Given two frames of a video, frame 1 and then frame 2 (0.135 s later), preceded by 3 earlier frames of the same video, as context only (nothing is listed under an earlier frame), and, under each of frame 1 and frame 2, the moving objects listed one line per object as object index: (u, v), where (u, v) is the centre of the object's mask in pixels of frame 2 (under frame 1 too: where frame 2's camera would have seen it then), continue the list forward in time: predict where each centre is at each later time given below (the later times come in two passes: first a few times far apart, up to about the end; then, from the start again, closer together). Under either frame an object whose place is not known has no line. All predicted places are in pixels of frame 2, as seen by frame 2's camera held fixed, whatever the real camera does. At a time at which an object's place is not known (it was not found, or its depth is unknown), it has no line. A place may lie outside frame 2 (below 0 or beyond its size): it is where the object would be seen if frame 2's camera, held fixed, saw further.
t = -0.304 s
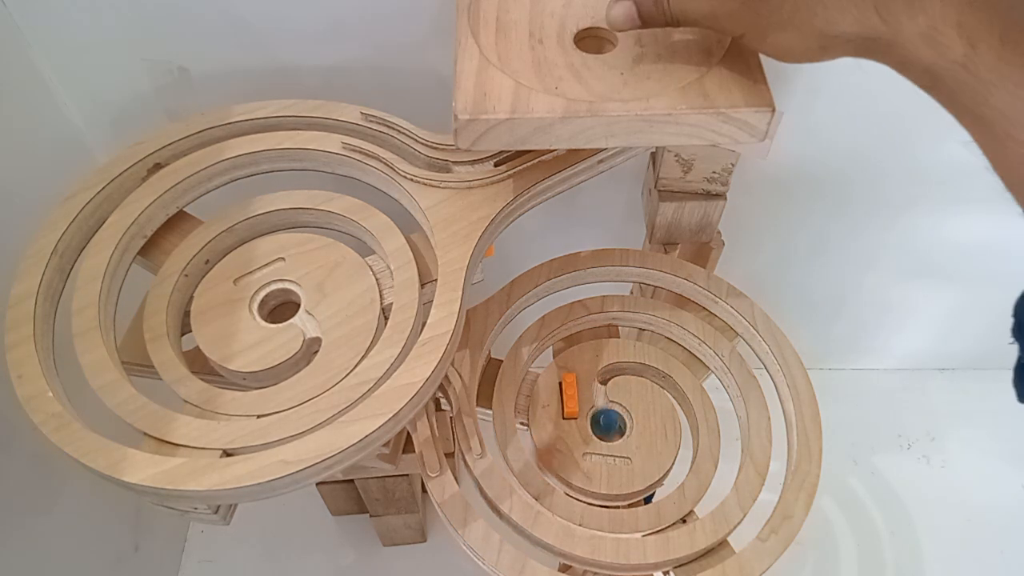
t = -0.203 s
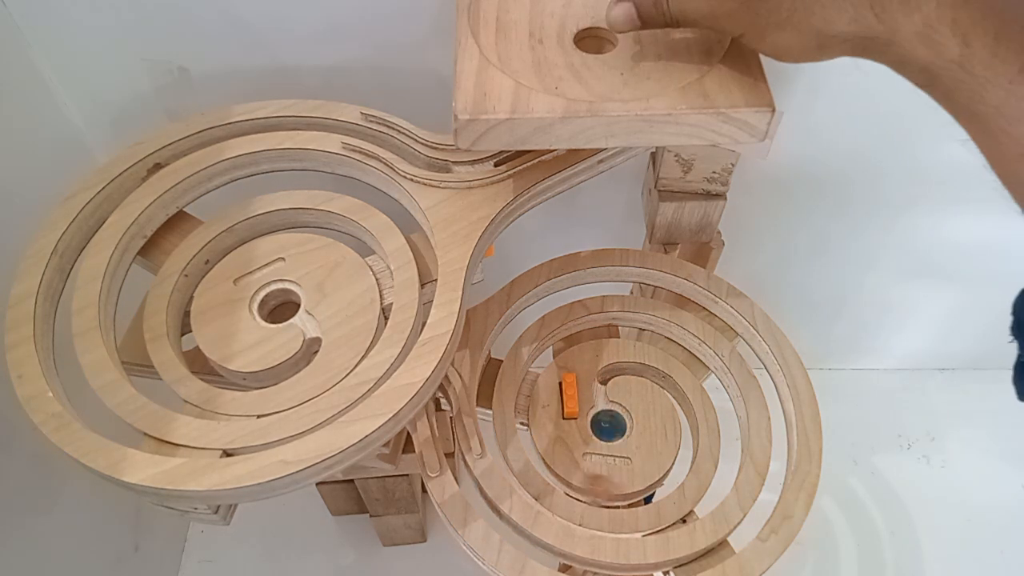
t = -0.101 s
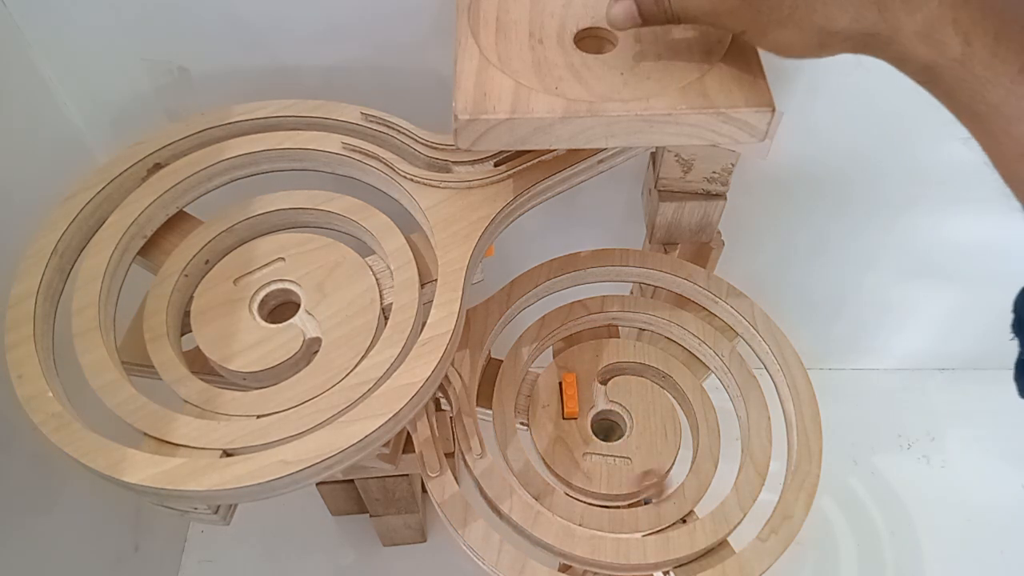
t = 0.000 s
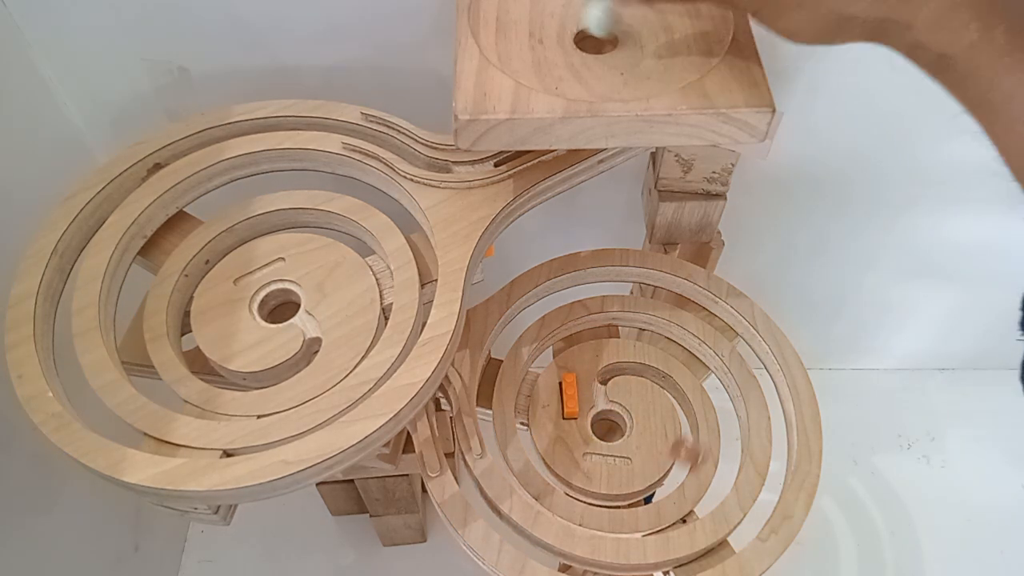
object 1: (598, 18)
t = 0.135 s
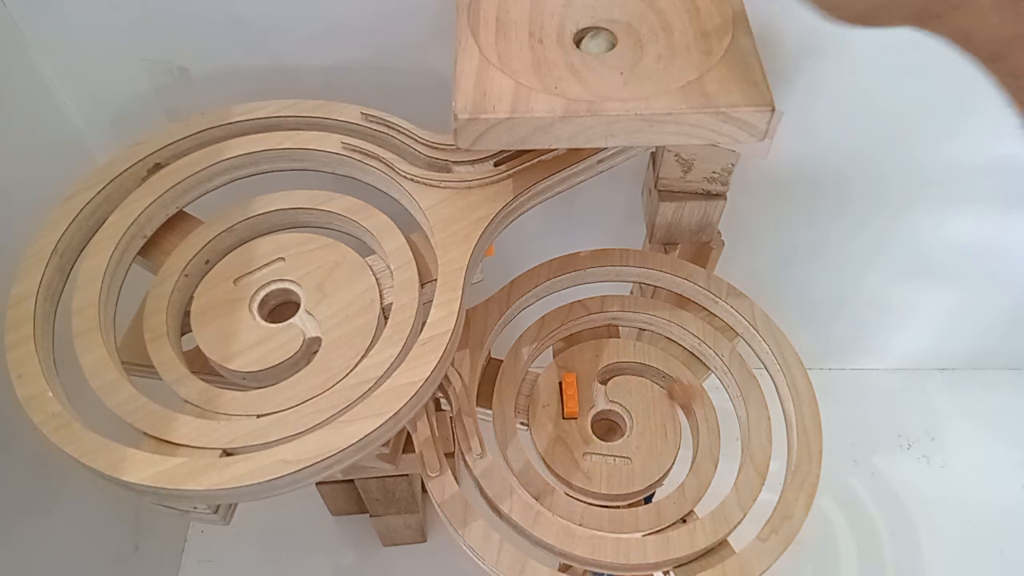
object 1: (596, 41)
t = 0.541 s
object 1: (451, 159)
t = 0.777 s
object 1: (353, 122)
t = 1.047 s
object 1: (236, 120)
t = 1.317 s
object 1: (120, 181)
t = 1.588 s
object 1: (53, 304)
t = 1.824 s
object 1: (117, 422)
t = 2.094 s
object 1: (316, 416)
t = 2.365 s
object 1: (417, 304)
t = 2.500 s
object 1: (419, 250)
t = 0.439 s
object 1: (500, 156)
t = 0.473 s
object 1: (483, 159)
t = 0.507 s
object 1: (467, 161)
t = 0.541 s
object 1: (451, 159)
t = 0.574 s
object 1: (434, 156)
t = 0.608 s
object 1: (417, 150)
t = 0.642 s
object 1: (404, 143)
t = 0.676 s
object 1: (394, 136)
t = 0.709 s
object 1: (381, 129)
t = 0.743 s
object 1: (367, 124)
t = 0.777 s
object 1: (353, 122)
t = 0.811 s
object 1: (339, 118)
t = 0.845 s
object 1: (326, 116)
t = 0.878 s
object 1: (311, 114)
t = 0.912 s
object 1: (296, 115)
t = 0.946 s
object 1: (282, 115)
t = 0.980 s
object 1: (265, 117)
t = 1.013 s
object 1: (252, 118)
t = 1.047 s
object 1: (236, 120)
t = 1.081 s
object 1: (222, 125)
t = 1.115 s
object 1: (208, 130)
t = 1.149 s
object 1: (190, 135)
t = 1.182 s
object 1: (176, 142)
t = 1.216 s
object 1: (162, 149)
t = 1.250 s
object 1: (148, 159)
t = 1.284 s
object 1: (135, 169)
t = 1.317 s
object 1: (120, 181)
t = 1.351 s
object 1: (108, 191)
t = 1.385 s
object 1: (96, 206)
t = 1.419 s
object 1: (87, 220)
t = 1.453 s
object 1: (75, 237)
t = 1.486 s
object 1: (67, 251)
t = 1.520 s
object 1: (63, 269)
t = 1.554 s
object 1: (58, 287)
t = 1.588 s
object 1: (53, 304)
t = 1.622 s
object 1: (55, 323)
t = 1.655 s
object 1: (57, 342)
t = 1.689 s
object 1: (63, 359)
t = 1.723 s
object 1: (73, 379)
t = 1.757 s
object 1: (81, 395)
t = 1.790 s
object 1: (98, 409)
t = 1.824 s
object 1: (117, 422)
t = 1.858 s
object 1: (138, 432)
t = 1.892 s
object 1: (165, 439)
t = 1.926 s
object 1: (189, 442)
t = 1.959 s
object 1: (218, 443)
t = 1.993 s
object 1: (244, 439)
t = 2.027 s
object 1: (269, 435)
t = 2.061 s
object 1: (295, 427)
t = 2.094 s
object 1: (316, 416)
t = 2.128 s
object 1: (338, 405)
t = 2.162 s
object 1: (356, 391)
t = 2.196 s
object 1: (371, 378)
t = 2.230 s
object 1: (385, 364)
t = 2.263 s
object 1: (396, 349)
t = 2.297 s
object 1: (405, 334)
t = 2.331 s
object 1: (412, 318)
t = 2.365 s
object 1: (417, 304)
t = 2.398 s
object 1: (420, 290)
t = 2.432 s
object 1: (423, 276)
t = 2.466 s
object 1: (422, 262)
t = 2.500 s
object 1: (419, 250)
